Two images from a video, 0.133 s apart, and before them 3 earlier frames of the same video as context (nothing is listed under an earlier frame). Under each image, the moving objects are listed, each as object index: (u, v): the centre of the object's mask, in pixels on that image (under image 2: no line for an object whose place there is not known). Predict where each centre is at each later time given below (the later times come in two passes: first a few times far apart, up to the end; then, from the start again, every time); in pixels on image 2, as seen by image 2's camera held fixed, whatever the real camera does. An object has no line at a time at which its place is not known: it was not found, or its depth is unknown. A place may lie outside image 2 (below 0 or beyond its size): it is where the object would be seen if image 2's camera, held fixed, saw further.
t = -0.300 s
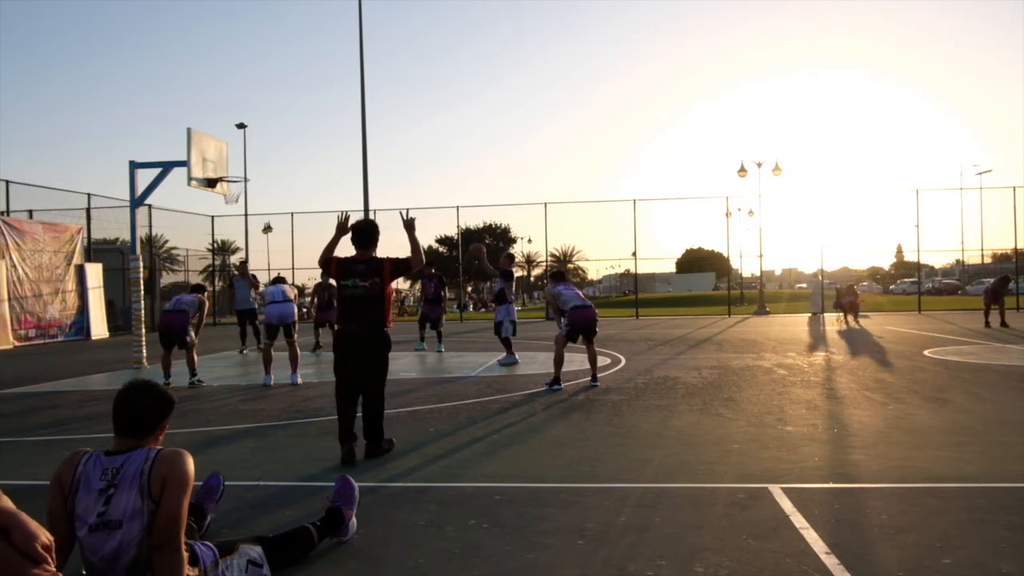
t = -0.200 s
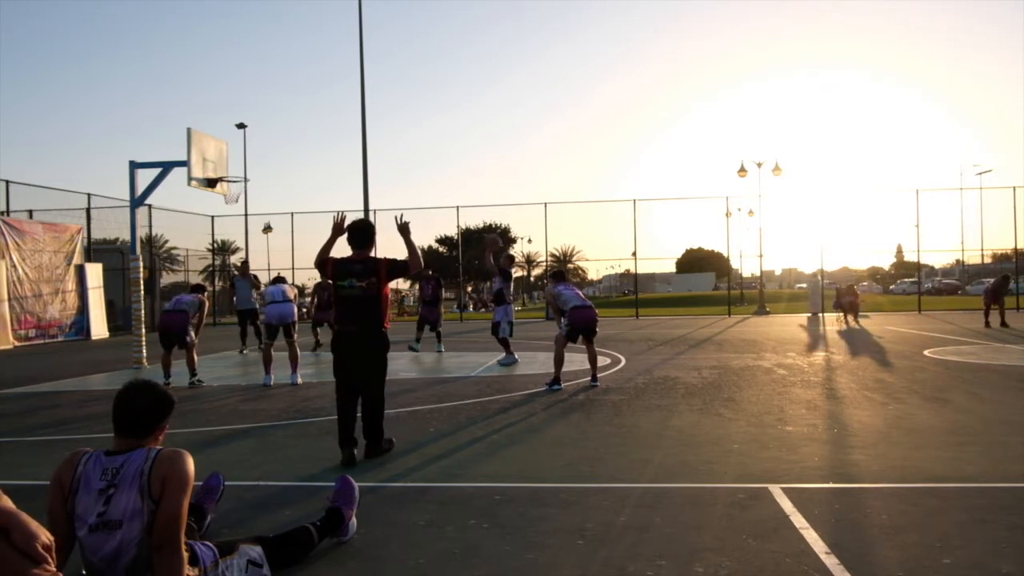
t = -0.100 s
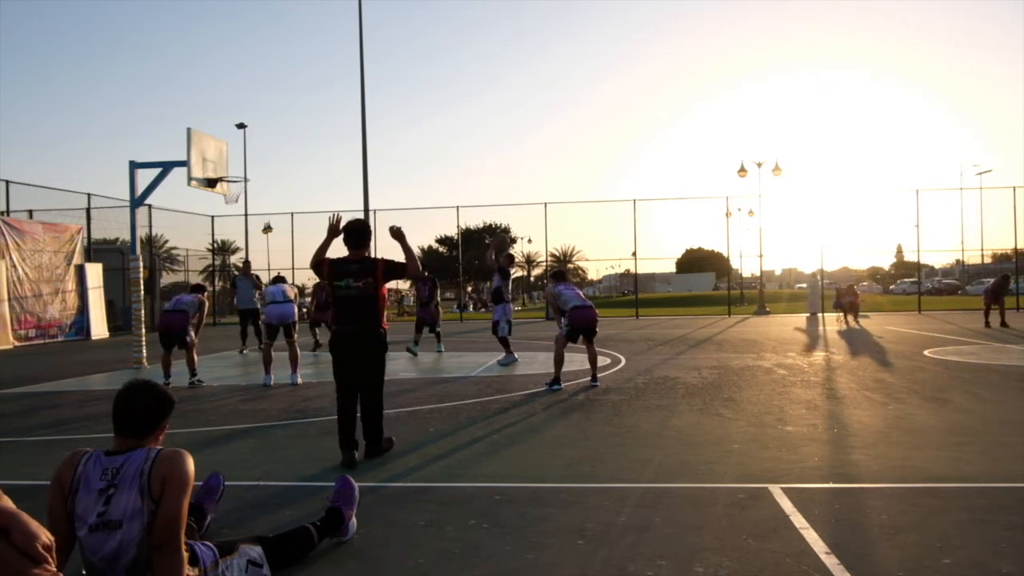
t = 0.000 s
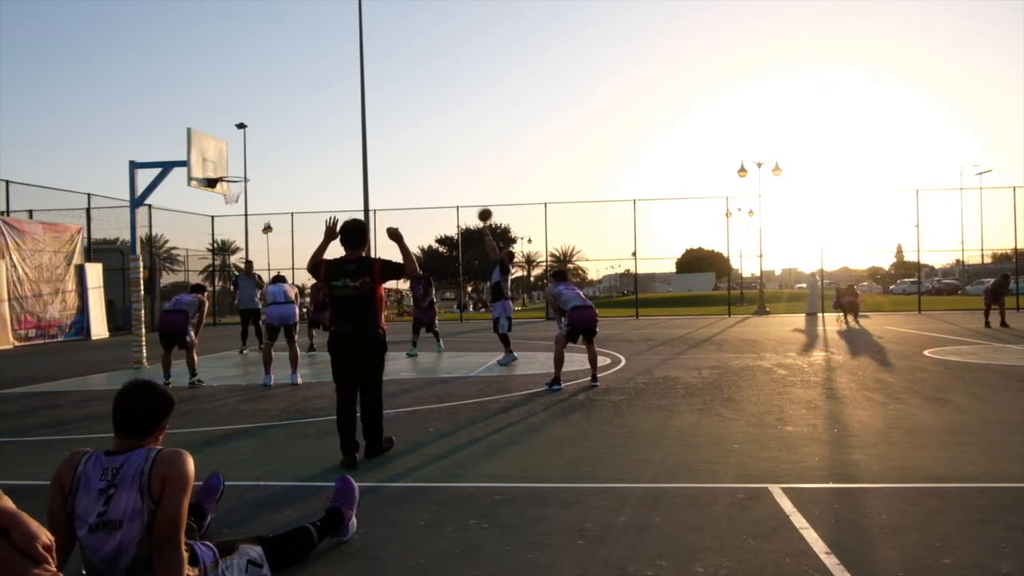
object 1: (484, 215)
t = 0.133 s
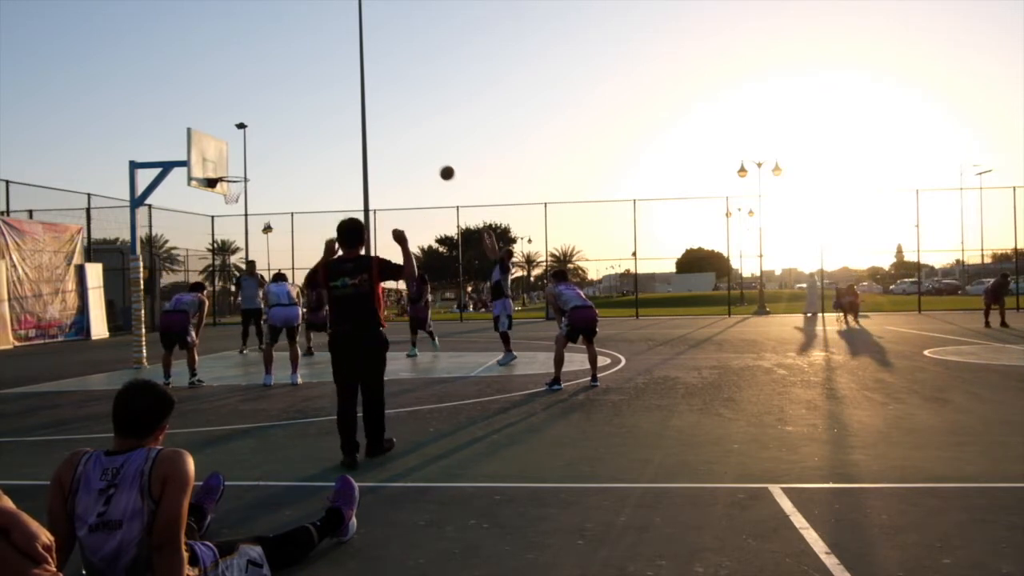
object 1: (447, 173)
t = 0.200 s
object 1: (428, 157)
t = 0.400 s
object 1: (374, 126)
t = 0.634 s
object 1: (314, 123)
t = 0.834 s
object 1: (265, 146)
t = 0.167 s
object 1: (437, 164)
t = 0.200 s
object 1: (428, 157)
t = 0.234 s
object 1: (419, 149)
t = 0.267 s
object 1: (410, 143)
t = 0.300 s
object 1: (401, 138)
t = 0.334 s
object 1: (392, 133)
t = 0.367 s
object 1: (383, 129)
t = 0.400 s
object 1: (374, 126)
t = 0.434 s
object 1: (366, 123)
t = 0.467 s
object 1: (356, 121)
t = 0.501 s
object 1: (348, 120)
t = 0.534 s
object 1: (340, 120)
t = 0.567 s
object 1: (331, 120)
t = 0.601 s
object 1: (323, 121)
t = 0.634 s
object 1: (314, 123)
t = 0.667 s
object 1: (306, 125)
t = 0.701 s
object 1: (298, 128)
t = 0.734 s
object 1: (290, 131)
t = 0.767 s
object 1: (281, 136)
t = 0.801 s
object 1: (273, 141)
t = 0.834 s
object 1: (265, 146)
